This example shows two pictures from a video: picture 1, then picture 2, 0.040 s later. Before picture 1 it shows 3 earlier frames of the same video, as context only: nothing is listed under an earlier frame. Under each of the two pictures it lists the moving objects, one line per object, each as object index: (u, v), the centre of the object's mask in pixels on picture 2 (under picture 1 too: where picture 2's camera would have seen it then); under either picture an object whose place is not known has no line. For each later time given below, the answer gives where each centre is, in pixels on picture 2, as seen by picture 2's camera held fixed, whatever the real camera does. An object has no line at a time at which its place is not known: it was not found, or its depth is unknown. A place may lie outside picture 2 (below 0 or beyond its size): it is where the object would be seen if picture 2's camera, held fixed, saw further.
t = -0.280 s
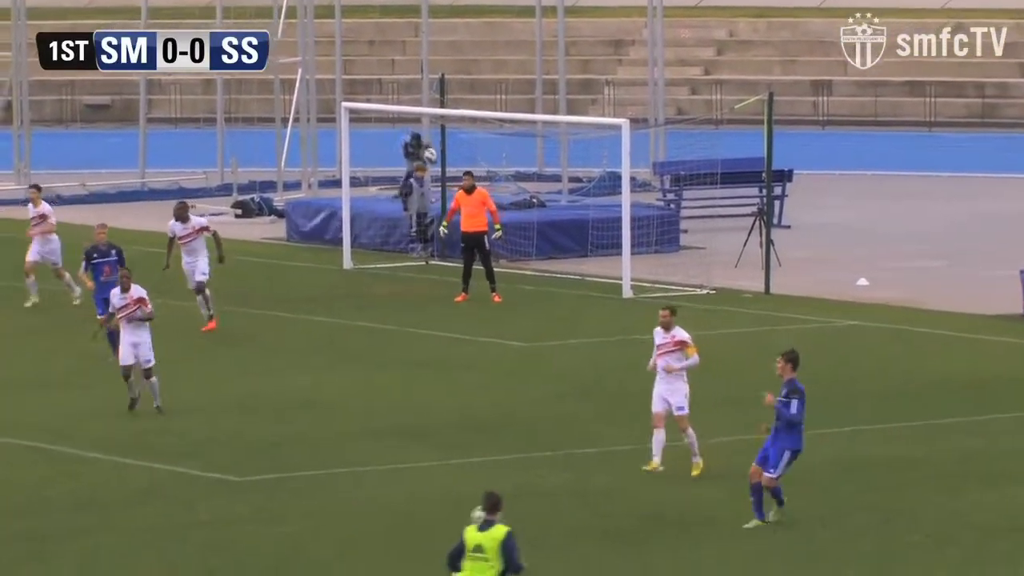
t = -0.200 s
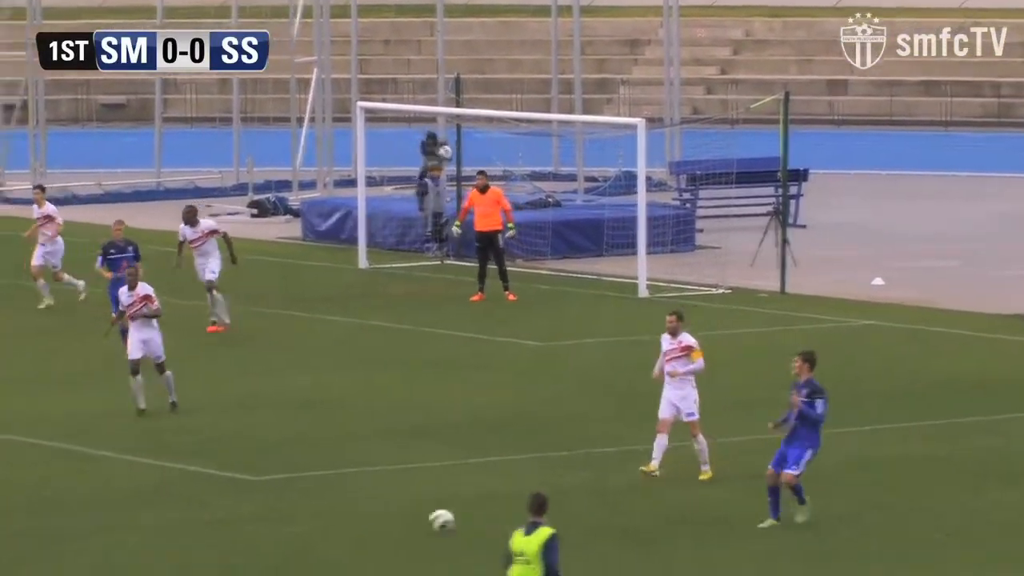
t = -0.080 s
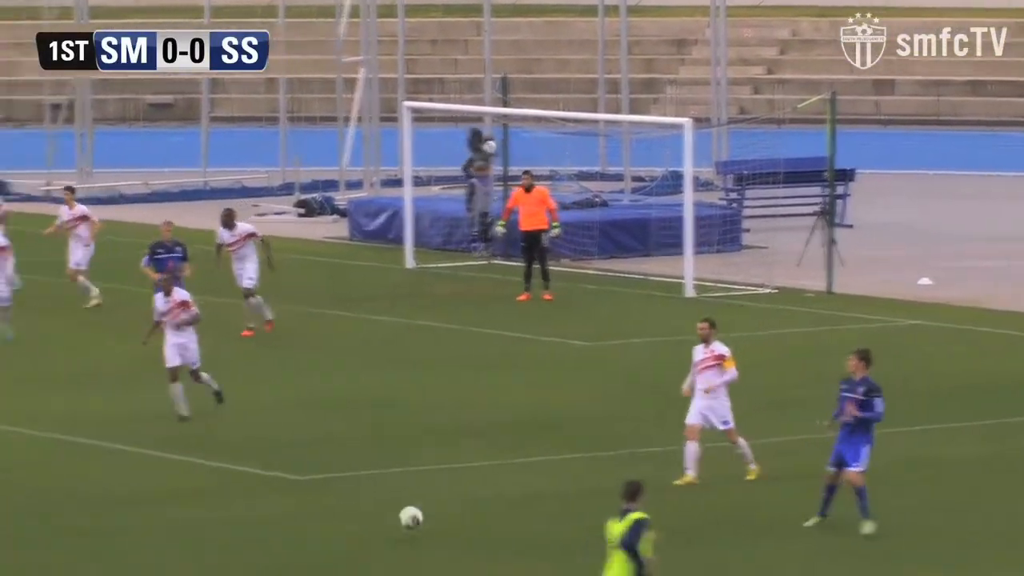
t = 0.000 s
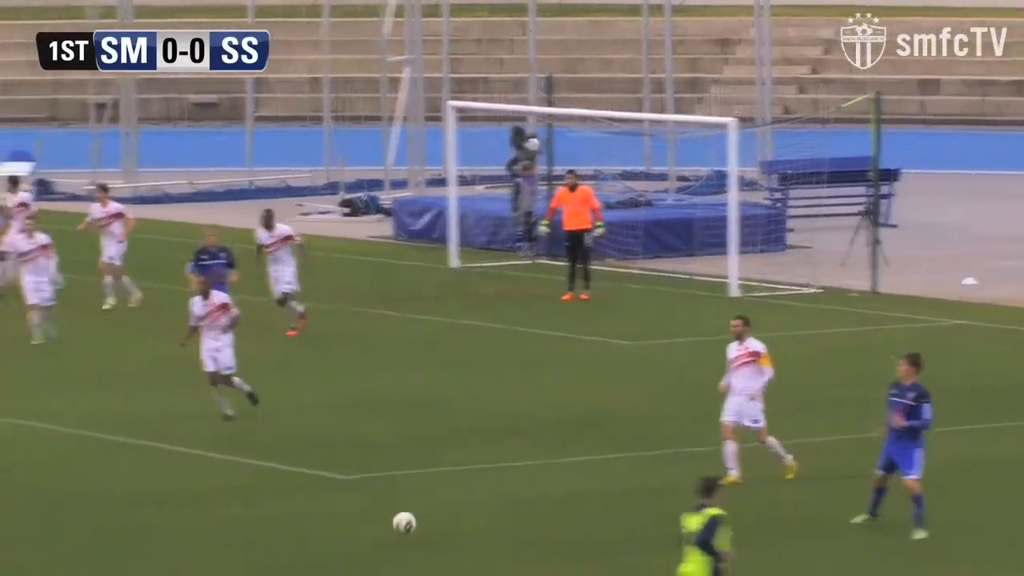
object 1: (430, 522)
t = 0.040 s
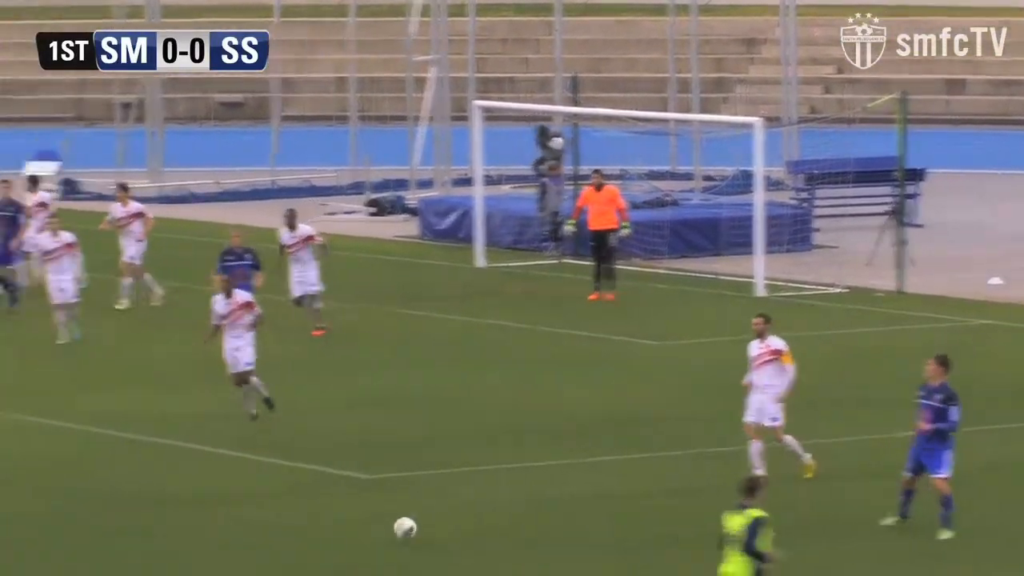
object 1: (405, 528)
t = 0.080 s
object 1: (379, 535)
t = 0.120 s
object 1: (353, 536)
